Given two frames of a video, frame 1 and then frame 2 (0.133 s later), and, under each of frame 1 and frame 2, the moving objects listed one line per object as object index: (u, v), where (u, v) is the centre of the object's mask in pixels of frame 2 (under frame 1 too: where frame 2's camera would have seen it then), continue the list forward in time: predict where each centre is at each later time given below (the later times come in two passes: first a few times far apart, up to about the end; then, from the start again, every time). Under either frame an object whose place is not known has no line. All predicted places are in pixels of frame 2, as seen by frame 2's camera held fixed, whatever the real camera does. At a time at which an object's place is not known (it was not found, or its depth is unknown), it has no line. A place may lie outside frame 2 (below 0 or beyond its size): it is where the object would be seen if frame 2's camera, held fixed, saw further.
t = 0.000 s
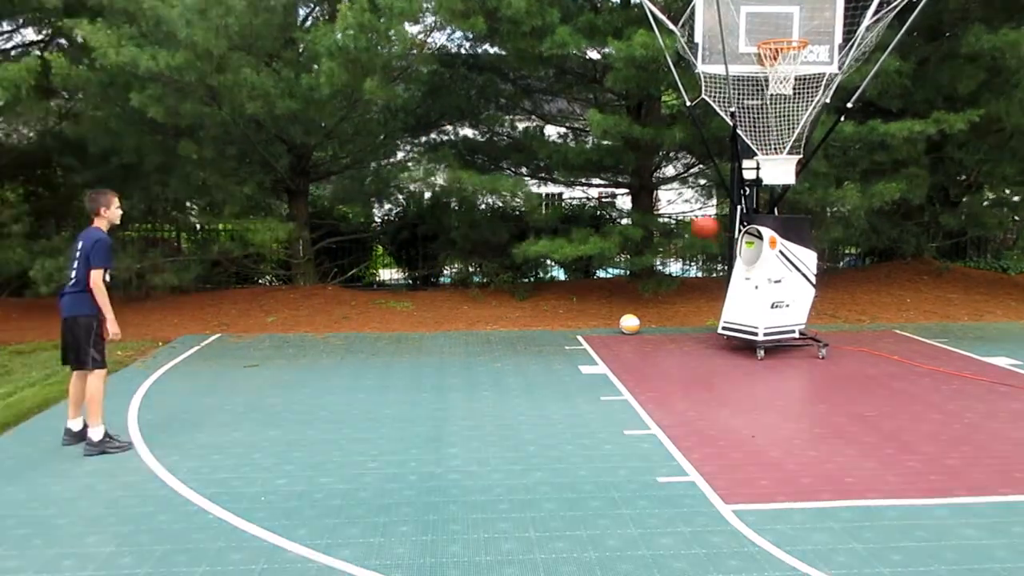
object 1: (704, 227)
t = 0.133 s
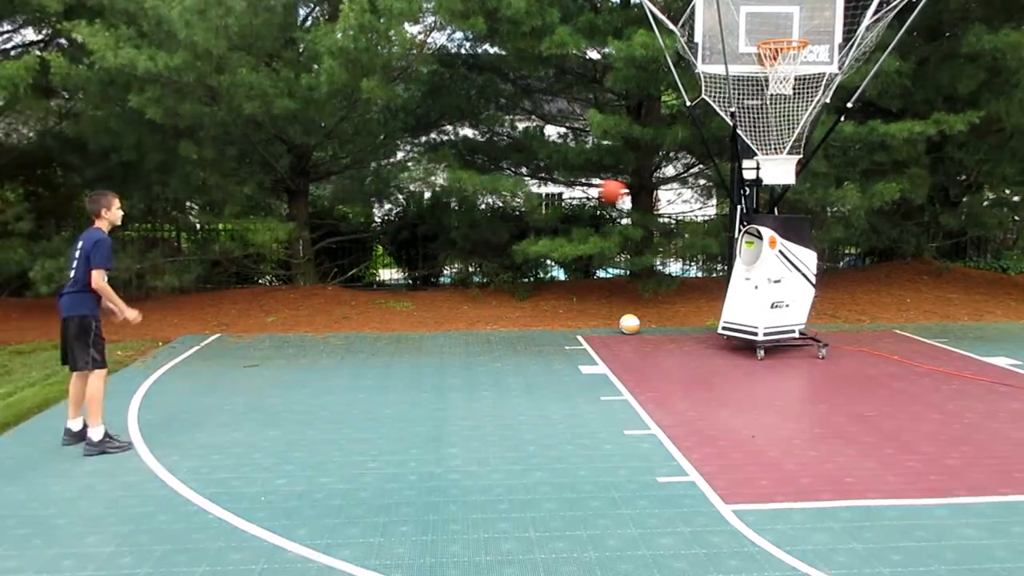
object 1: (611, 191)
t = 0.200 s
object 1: (560, 179)
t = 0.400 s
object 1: (379, 176)
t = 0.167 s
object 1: (585, 184)
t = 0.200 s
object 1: (560, 179)
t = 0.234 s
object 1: (533, 176)
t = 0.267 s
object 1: (505, 174)
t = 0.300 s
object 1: (475, 172)
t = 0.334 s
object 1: (445, 172)
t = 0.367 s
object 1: (413, 173)
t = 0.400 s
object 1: (379, 176)
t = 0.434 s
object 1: (347, 181)
